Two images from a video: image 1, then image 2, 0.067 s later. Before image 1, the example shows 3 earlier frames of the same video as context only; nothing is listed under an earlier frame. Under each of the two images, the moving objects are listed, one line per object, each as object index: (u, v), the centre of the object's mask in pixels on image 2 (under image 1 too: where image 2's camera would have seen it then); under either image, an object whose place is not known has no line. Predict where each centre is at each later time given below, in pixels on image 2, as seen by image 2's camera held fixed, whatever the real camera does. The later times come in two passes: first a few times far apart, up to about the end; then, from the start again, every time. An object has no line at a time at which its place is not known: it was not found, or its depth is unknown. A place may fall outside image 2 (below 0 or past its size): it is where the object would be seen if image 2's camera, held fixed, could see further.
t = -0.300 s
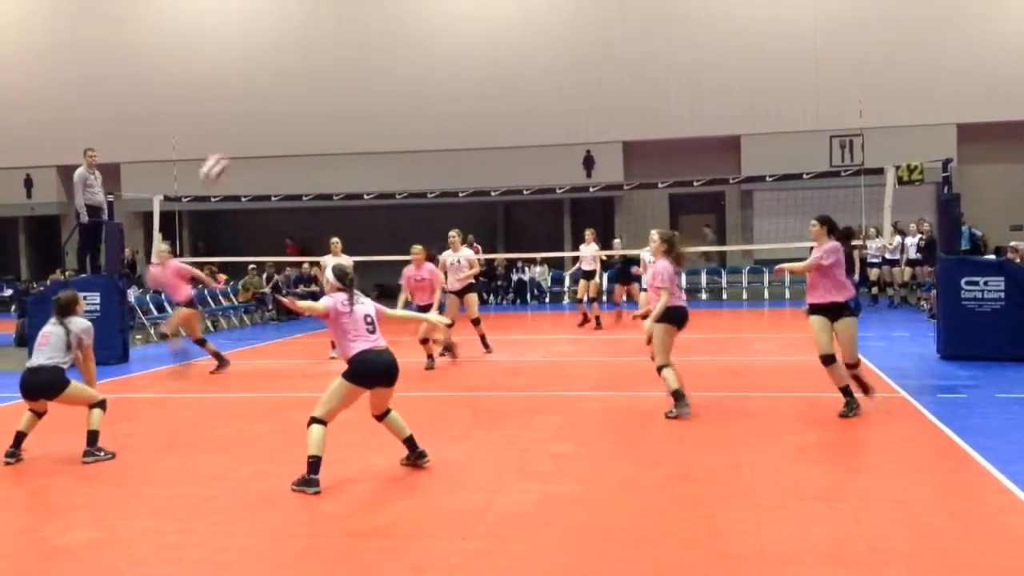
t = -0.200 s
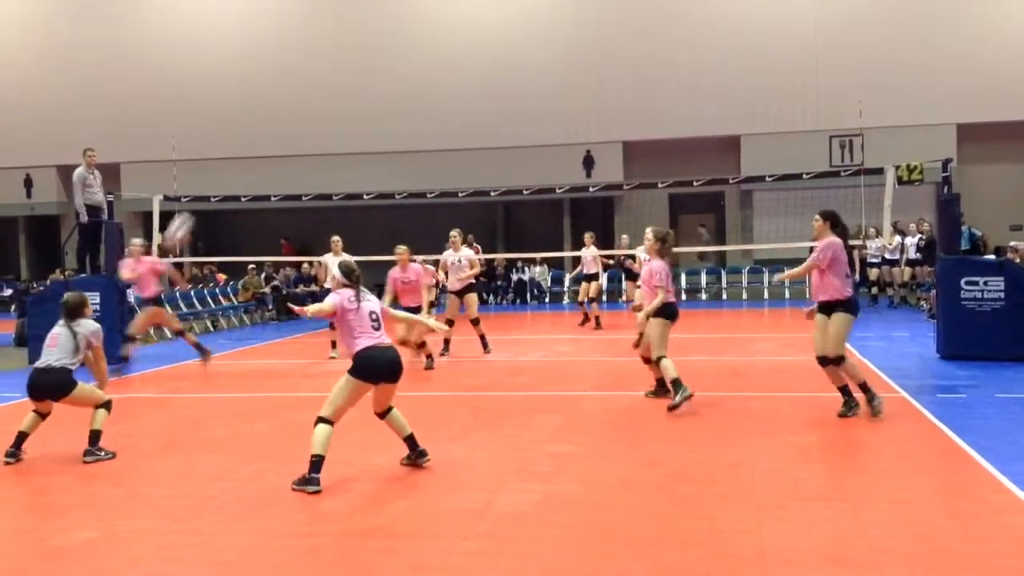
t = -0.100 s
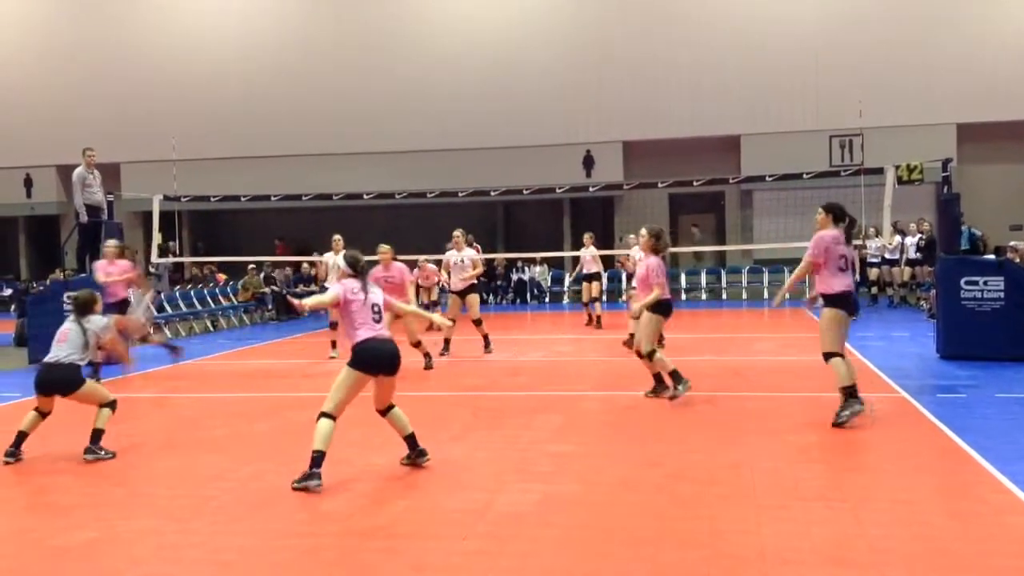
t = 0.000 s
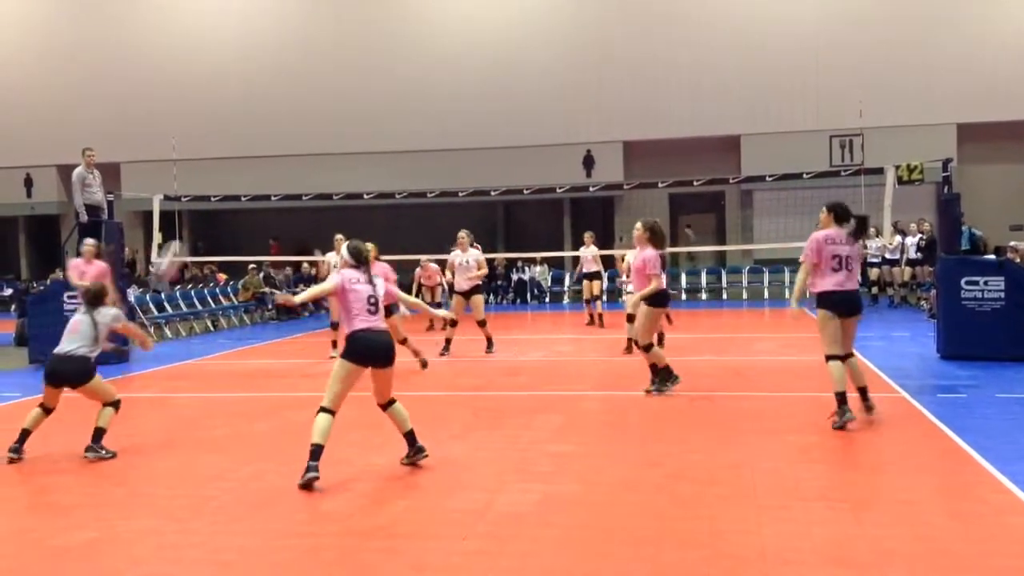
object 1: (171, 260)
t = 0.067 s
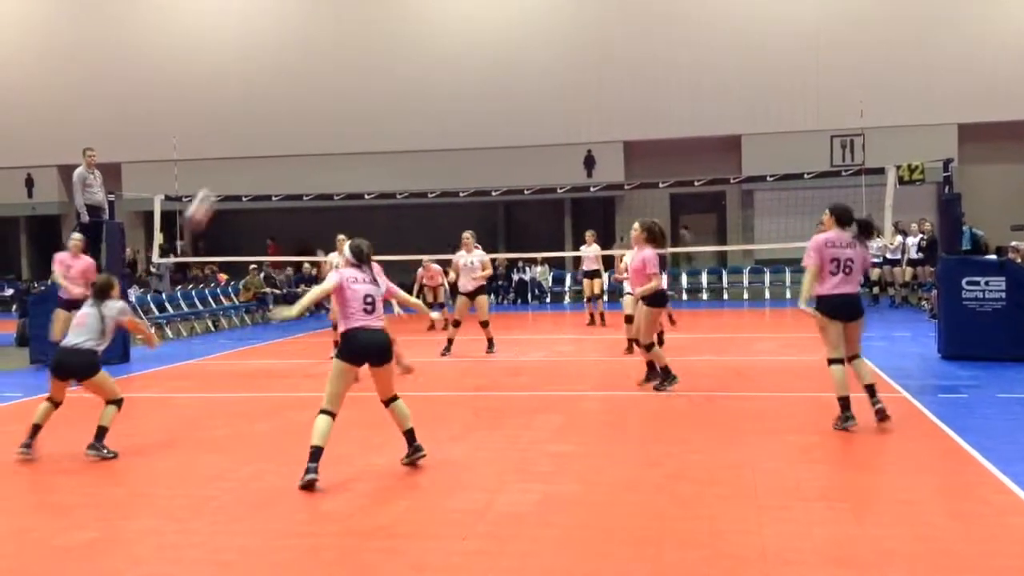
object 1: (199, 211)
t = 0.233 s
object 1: (267, 106)
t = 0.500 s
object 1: (366, 23)
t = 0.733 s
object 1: (442, 18)
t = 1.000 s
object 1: (518, 72)
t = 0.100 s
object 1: (214, 182)
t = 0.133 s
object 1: (227, 158)
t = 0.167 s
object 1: (241, 139)
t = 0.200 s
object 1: (254, 123)
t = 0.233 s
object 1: (267, 106)
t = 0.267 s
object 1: (282, 89)
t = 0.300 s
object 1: (296, 75)
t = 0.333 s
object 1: (307, 64)
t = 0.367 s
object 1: (319, 53)
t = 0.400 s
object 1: (331, 43)
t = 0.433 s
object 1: (342, 35)
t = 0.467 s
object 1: (356, 29)
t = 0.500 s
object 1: (366, 23)
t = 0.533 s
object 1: (377, 19)
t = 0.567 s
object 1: (388, 16)
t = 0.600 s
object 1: (400, 14)
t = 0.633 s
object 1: (411, 13)
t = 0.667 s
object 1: (421, 13)
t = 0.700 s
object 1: (431, 15)
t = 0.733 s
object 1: (442, 18)
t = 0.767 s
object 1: (453, 21)
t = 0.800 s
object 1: (462, 26)
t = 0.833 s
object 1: (471, 32)
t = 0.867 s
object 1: (480, 38)
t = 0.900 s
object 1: (490, 45)
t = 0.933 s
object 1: (500, 53)
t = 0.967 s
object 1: (508, 63)
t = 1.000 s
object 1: (518, 72)
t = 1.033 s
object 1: (525, 82)
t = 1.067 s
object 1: (534, 94)
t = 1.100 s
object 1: (543, 106)
